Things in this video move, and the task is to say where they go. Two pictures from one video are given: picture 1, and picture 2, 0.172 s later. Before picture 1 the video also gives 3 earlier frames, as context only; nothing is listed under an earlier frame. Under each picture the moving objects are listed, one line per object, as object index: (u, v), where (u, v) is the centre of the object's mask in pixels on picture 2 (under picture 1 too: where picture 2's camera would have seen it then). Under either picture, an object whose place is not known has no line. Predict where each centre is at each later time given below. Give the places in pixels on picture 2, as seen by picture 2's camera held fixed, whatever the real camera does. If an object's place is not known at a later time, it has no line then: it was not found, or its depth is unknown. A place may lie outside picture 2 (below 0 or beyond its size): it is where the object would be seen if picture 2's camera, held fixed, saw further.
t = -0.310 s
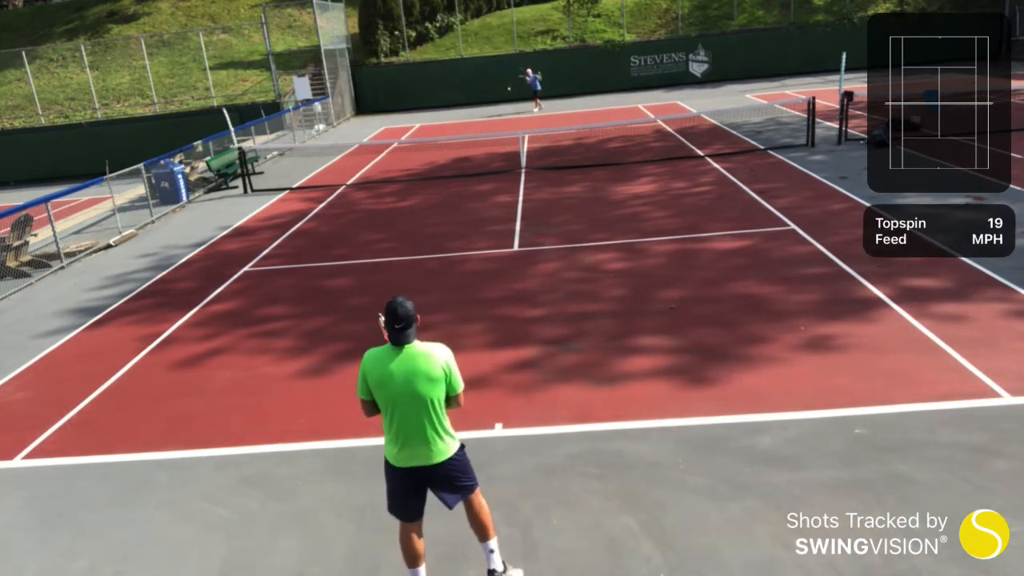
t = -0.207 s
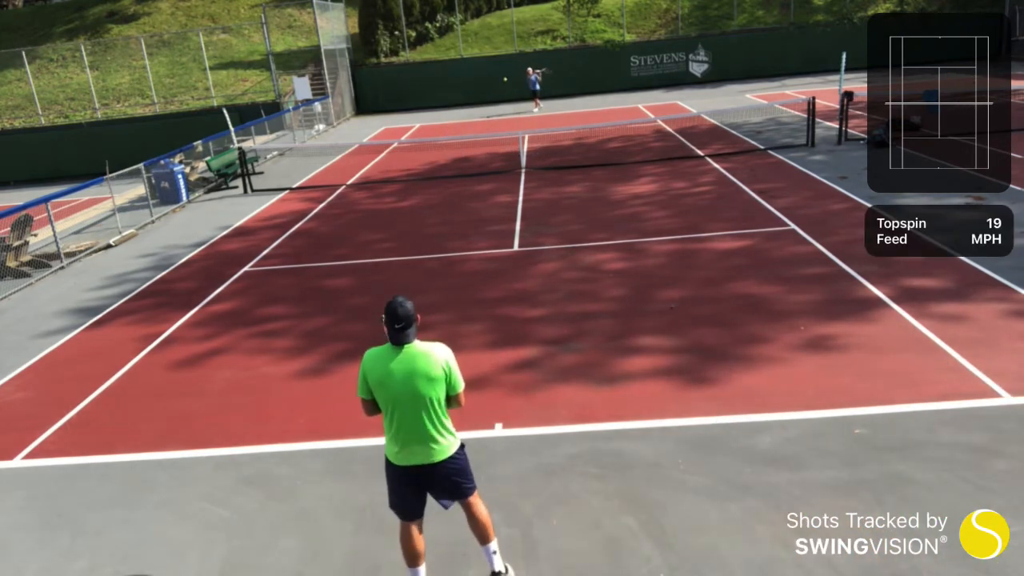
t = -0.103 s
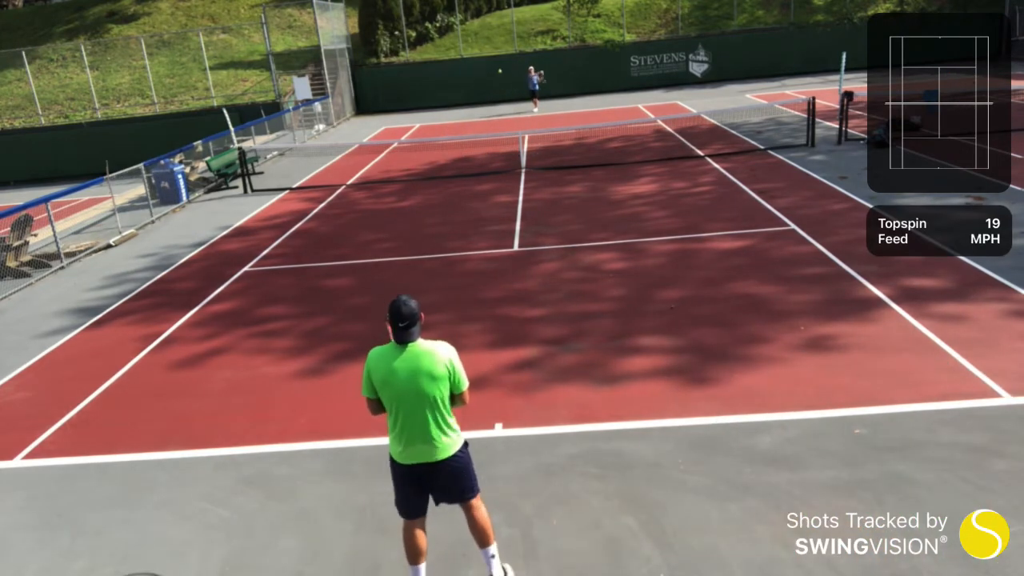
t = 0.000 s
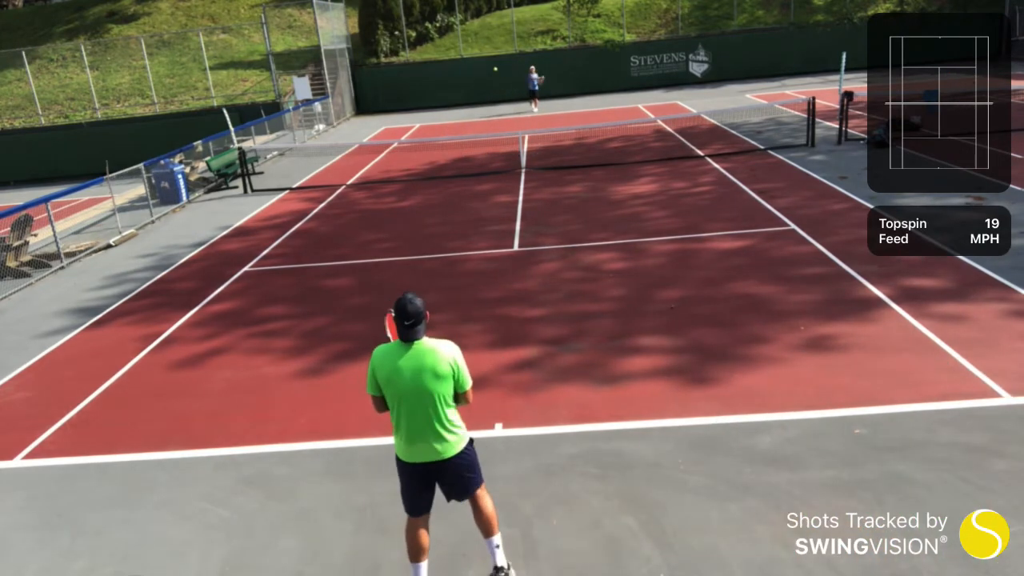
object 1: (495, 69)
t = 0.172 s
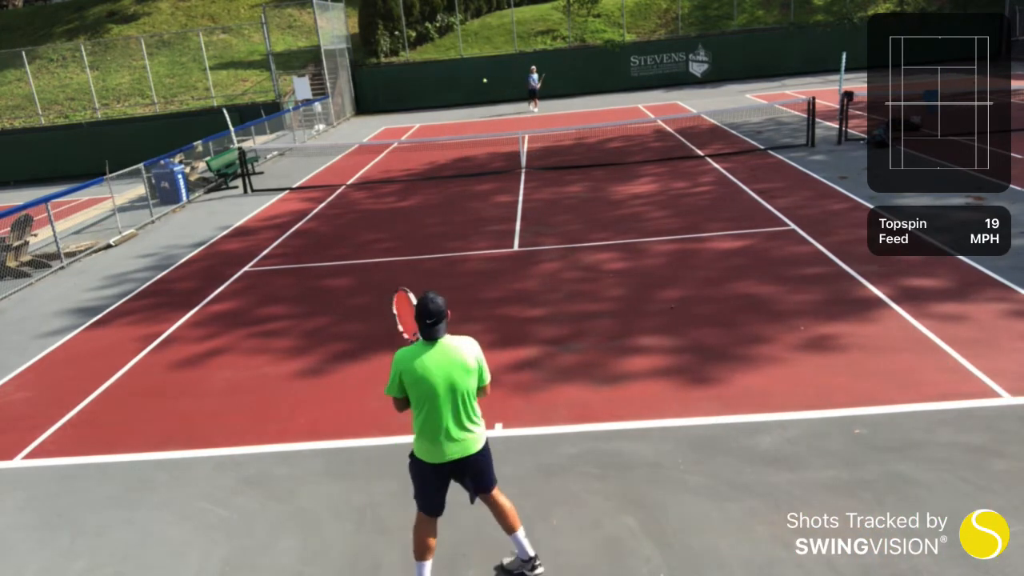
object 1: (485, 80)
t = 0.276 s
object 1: (478, 97)
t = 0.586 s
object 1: (455, 219)
